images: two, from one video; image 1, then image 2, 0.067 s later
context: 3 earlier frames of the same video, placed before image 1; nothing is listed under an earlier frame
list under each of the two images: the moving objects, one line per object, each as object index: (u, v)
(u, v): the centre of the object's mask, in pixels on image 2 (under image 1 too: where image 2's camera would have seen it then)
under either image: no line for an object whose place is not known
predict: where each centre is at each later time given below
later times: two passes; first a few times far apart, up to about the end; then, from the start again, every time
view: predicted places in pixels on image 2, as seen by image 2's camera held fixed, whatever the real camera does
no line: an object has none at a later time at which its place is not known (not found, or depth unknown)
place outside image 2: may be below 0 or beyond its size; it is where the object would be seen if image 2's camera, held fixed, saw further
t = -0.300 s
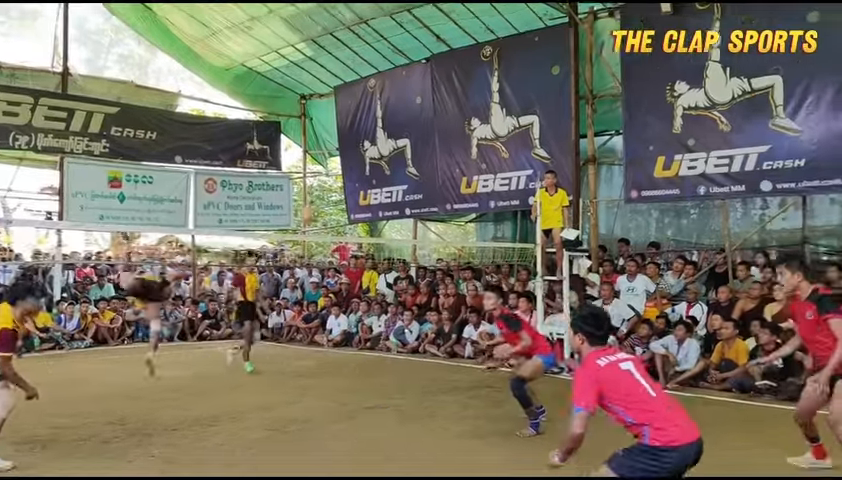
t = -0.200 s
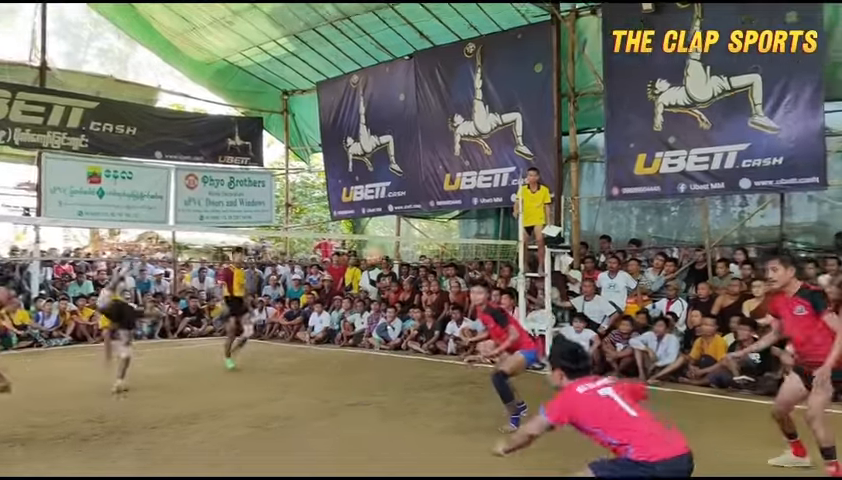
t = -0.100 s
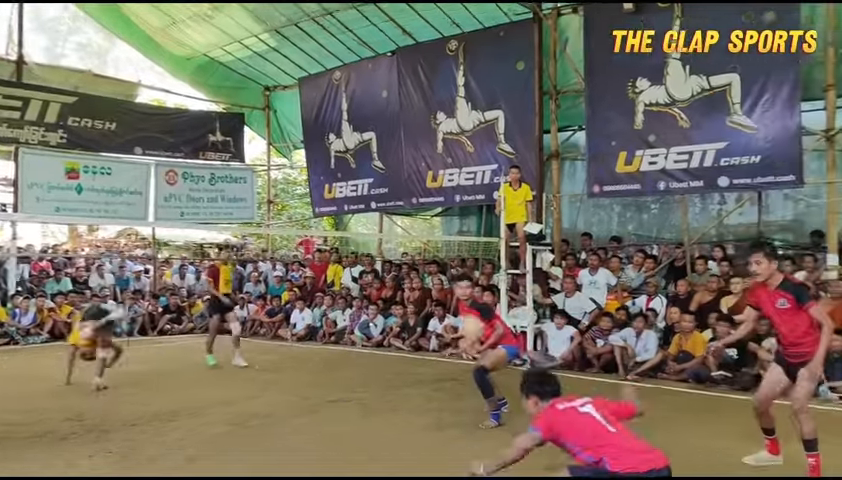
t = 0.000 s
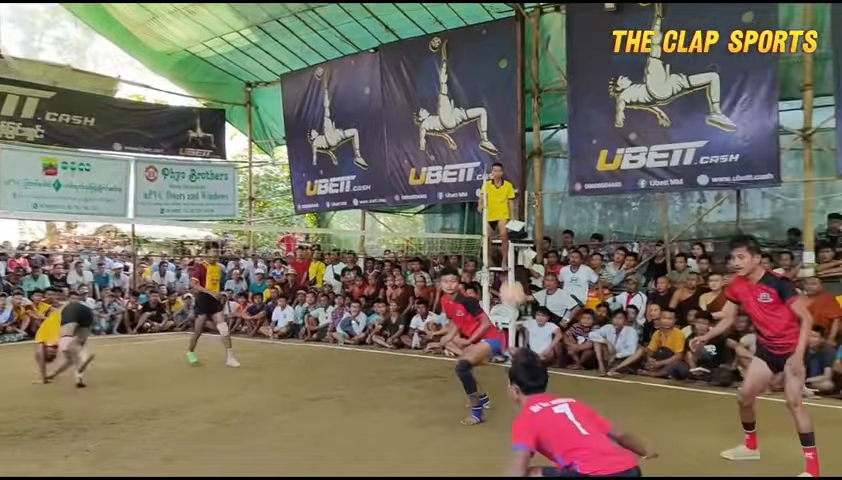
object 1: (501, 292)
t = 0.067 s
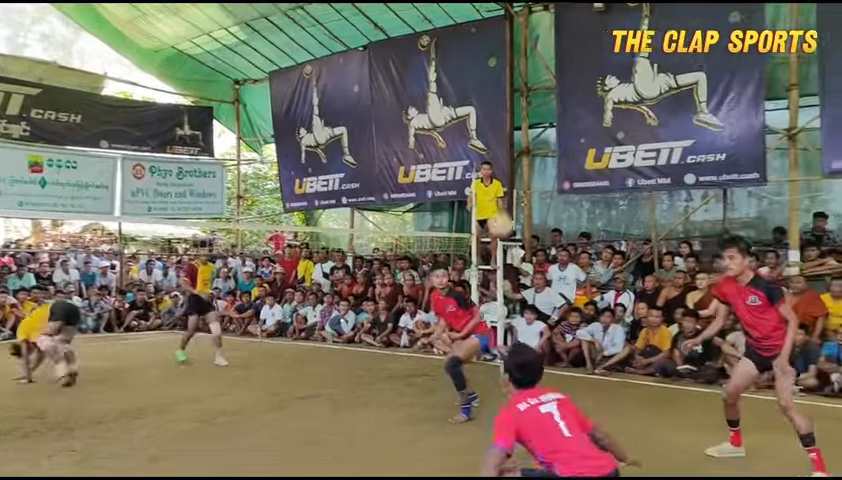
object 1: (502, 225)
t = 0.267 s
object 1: (503, 87)
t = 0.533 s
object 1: (509, 22)
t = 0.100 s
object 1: (503, 197)
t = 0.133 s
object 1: (502, 168)
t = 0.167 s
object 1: (502, 144)
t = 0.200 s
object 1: (502, 123)
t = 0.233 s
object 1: (503, 103)
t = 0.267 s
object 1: (503, 87)
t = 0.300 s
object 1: (503, 72)
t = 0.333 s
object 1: (504, 59)
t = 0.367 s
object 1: (505, 49)
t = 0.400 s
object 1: (506, 40)
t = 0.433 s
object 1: (506, 33)
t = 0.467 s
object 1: (507, 28)
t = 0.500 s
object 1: (508, 24)
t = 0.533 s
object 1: (509, 22)
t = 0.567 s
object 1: (509, 22)
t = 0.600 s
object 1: (510, 22)
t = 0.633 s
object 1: (511, 25)
